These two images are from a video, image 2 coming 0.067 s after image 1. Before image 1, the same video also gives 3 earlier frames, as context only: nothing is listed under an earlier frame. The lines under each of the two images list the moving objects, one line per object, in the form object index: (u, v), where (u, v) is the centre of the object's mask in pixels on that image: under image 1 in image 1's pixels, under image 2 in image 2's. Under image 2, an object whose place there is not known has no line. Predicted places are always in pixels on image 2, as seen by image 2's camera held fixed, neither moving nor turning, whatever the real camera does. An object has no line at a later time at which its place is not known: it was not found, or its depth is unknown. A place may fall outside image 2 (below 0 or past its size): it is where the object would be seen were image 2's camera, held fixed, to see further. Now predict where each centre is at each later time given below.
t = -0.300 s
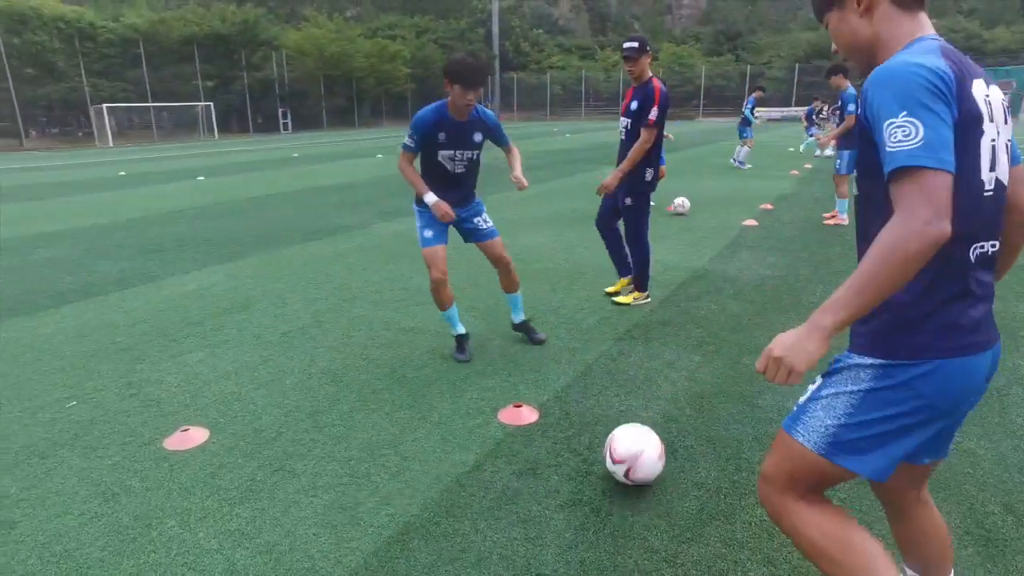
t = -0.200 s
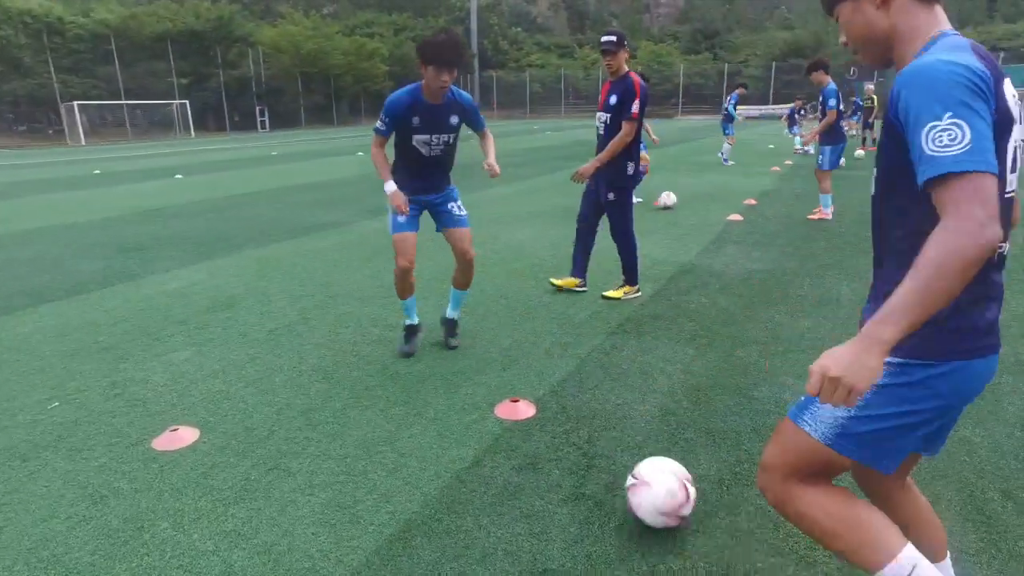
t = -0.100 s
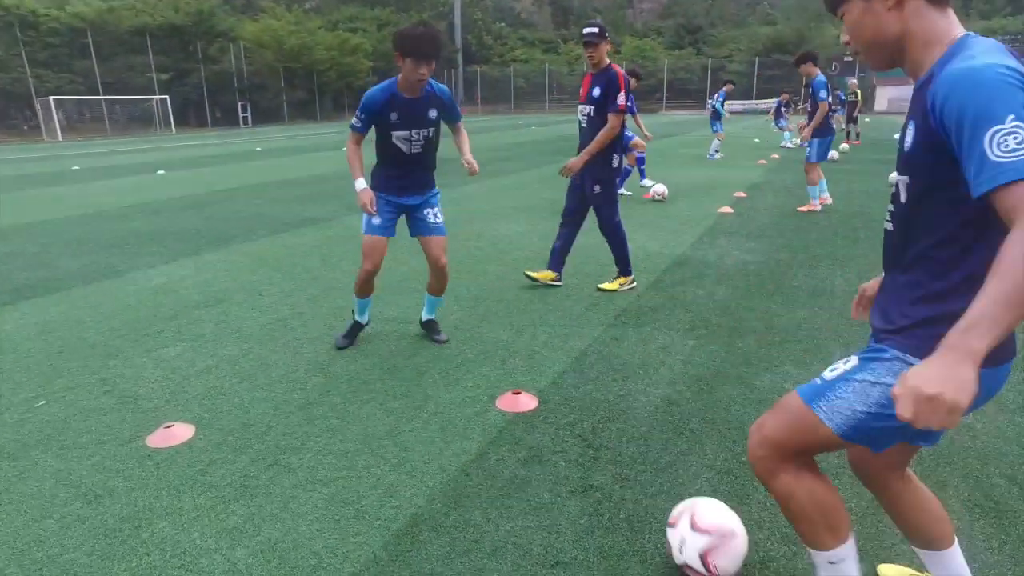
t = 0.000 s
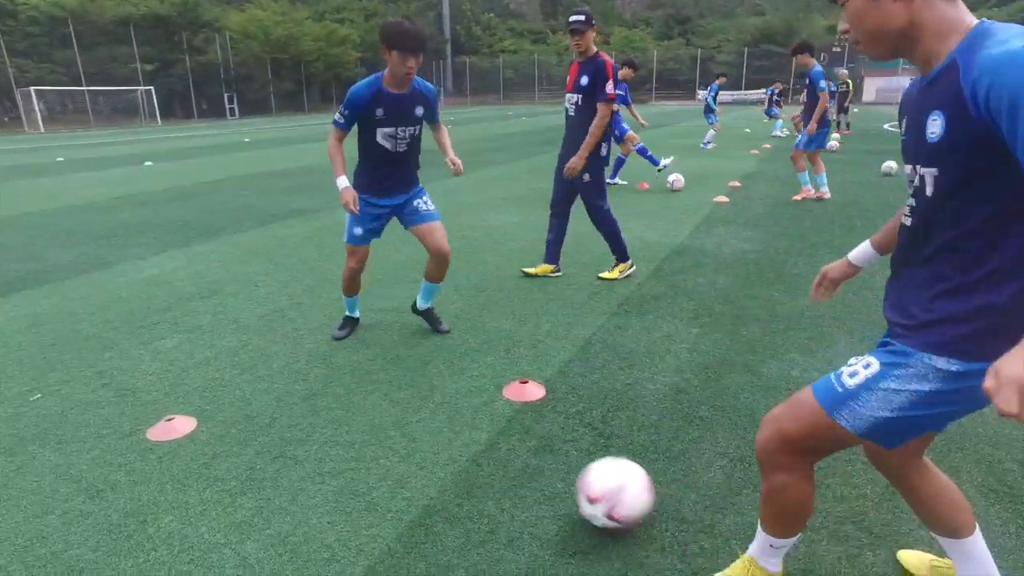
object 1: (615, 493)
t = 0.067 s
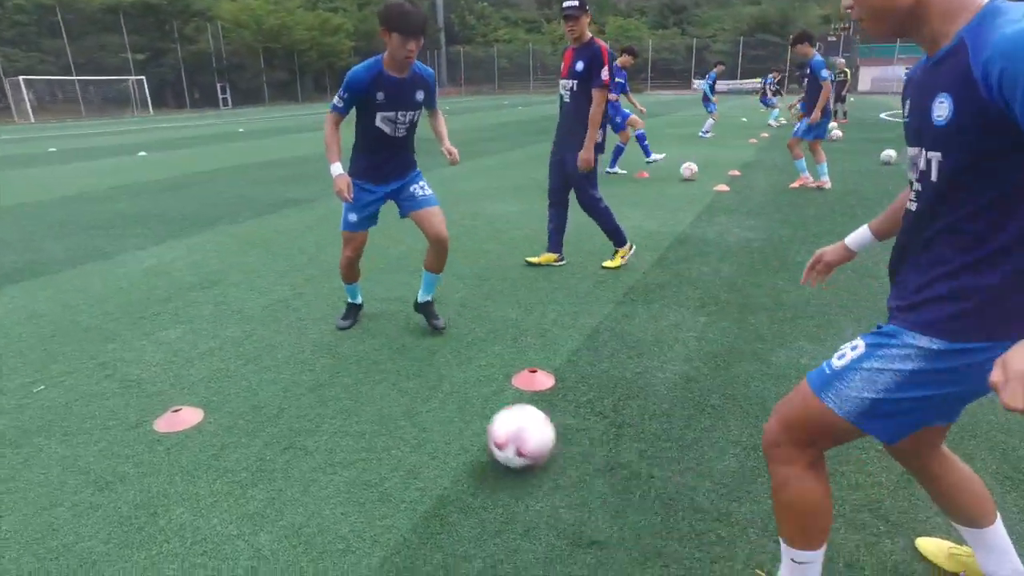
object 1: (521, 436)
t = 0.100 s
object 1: (478, 415)
